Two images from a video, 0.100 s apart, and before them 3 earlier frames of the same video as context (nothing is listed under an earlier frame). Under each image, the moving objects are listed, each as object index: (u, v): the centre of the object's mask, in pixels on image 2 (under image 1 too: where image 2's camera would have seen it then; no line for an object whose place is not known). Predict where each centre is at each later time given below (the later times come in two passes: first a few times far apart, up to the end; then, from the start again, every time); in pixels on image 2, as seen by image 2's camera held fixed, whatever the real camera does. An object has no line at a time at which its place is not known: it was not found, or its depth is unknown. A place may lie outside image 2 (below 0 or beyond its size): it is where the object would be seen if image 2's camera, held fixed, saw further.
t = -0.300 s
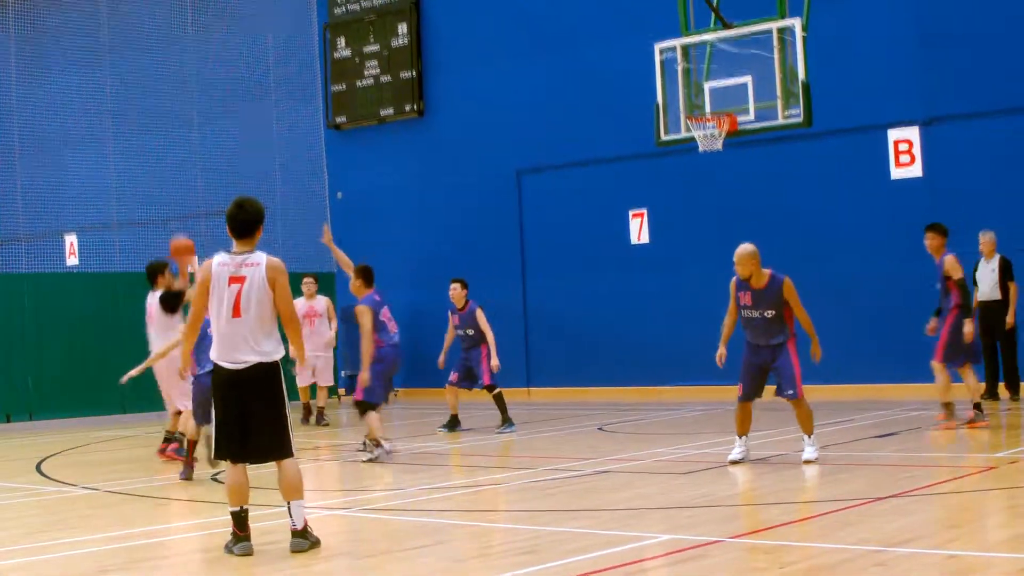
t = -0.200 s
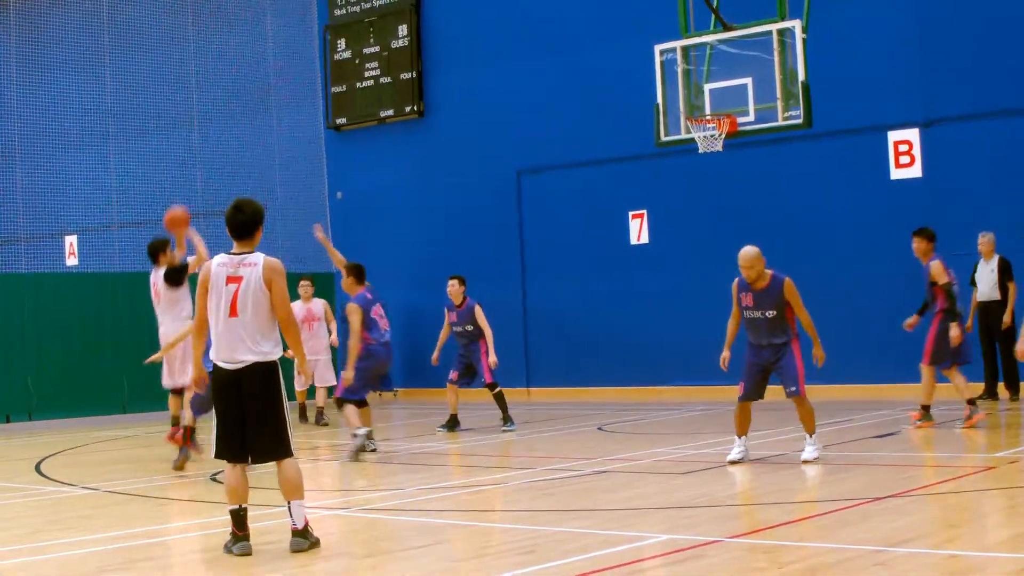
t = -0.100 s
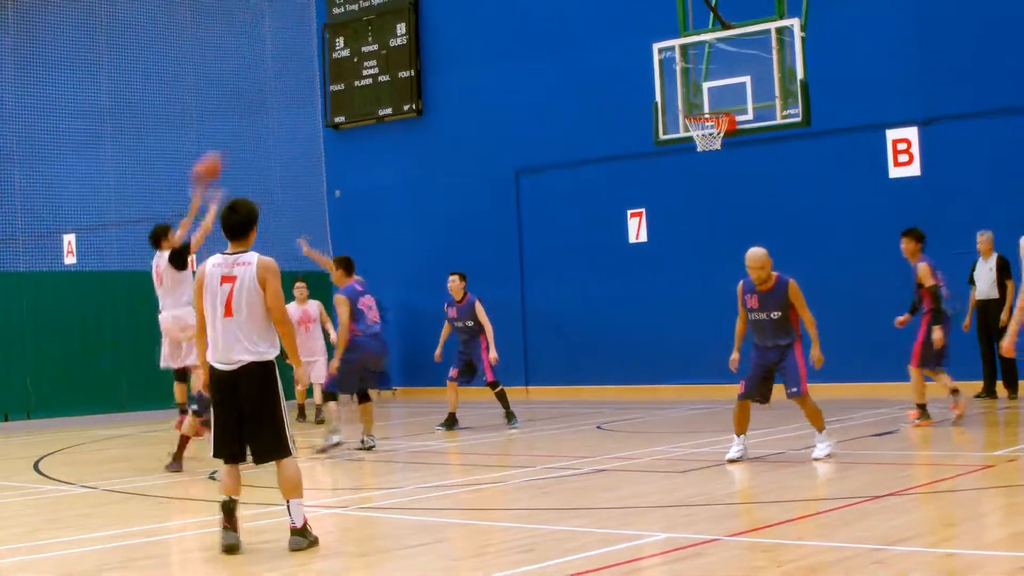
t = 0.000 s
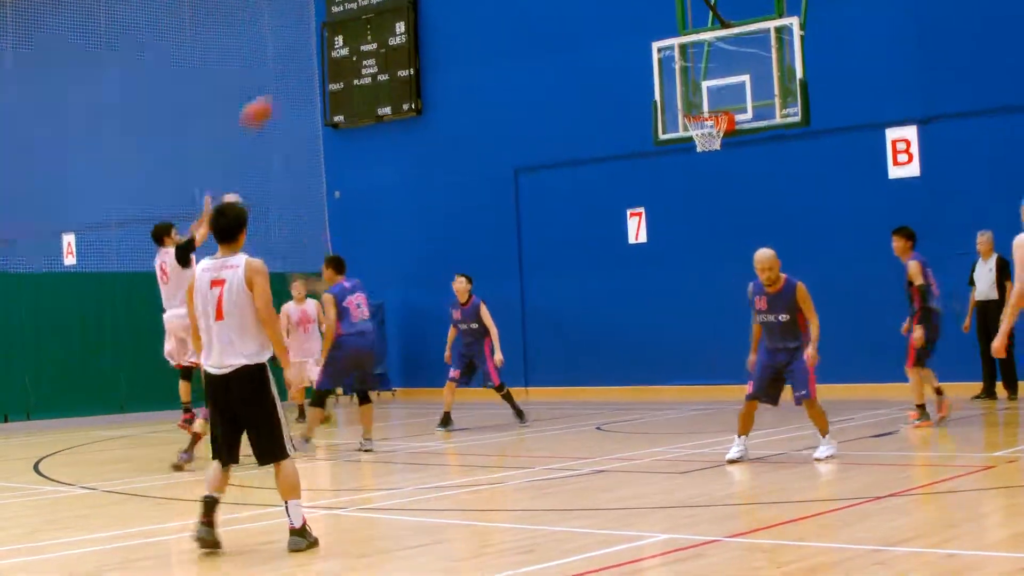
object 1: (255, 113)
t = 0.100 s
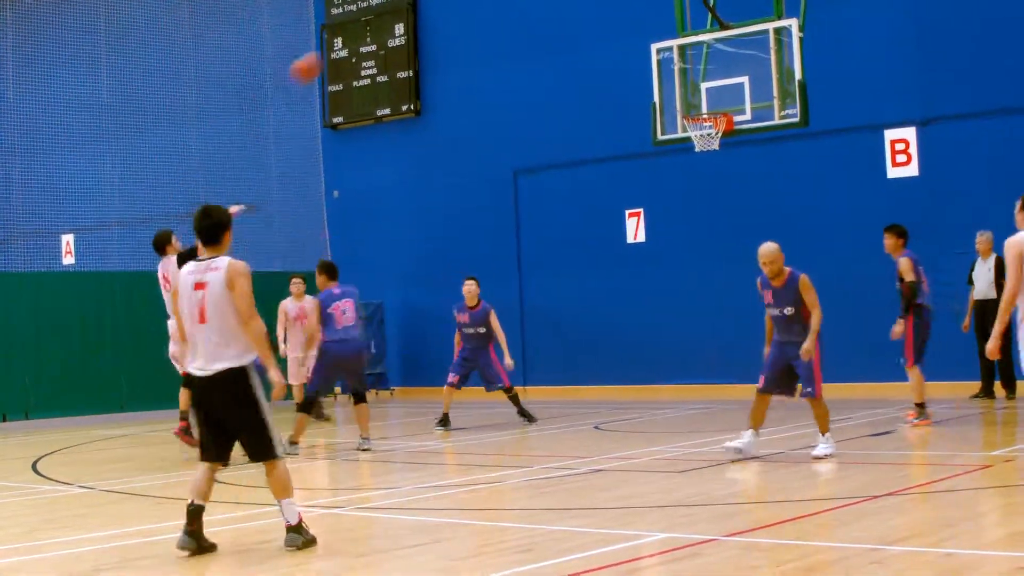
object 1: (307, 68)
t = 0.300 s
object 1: (402, 12)
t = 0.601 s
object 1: (546, 6)
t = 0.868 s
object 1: (666, 65)
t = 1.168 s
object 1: (762, 109)
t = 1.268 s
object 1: (791, 129)
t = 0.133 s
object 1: (321, 56)
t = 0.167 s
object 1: (338, 45)
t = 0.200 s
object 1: (354, 35)
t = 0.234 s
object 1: (371, 25)
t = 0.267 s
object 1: (387, 18)
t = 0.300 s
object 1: (402, 12)
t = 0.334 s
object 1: (417, 9)
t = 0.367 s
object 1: (433, 7)
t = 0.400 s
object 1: (450, 5)
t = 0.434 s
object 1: (464, 4)
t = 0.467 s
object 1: (482, 4)
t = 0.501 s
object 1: (497, 4)
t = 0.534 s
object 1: (514, 5)
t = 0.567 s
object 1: (530, 5)
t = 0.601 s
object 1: (546, 6)
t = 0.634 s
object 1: (560, 8)
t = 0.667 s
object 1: (576, 12)
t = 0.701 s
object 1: (591, 18)
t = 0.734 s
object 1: (606, 26)
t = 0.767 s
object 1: (621, 34)
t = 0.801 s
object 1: (635, 43)
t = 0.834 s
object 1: (650, 53)
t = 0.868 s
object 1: (666, 65)
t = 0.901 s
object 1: (684, 79)
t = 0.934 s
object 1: (697, 93)
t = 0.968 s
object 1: (711, 105)
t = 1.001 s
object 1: (718, 104)
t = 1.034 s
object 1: (727, 102)
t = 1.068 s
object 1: (735, 102)
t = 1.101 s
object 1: (744, 103)
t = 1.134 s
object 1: (752, 106)
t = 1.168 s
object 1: (762, 109)
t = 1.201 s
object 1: (771, 114)
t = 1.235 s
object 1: (780, 121)
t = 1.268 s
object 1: (791, 129)
